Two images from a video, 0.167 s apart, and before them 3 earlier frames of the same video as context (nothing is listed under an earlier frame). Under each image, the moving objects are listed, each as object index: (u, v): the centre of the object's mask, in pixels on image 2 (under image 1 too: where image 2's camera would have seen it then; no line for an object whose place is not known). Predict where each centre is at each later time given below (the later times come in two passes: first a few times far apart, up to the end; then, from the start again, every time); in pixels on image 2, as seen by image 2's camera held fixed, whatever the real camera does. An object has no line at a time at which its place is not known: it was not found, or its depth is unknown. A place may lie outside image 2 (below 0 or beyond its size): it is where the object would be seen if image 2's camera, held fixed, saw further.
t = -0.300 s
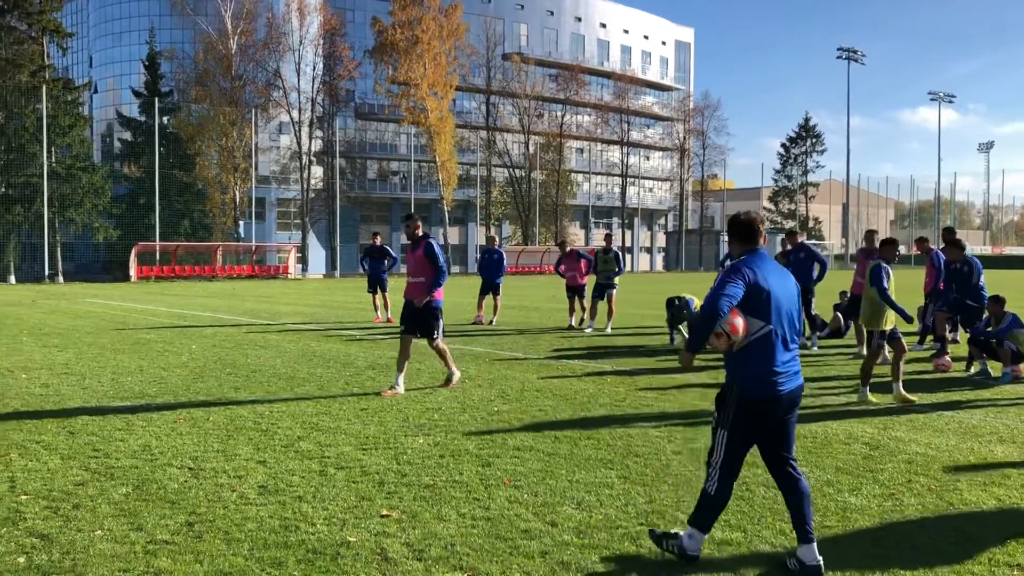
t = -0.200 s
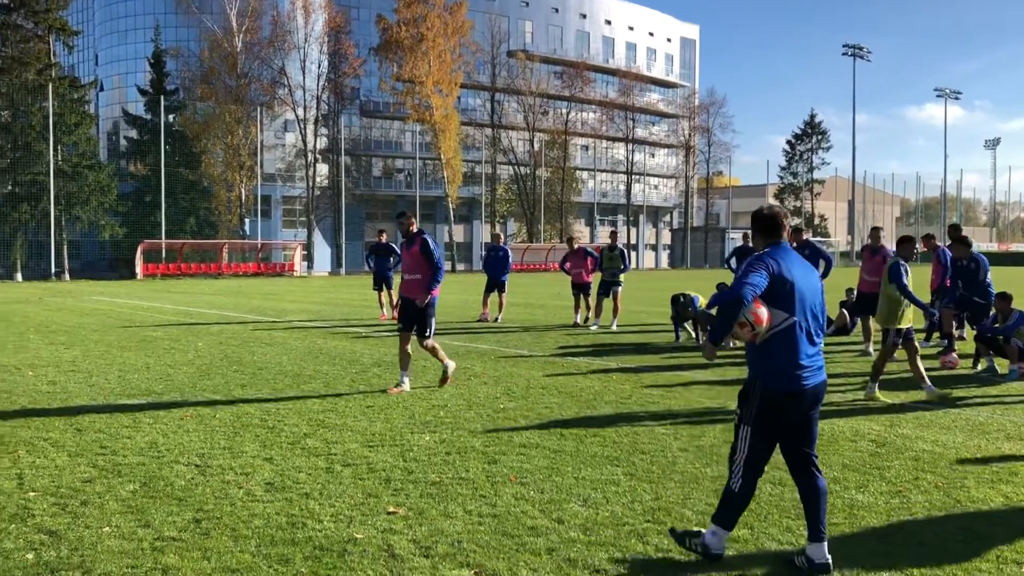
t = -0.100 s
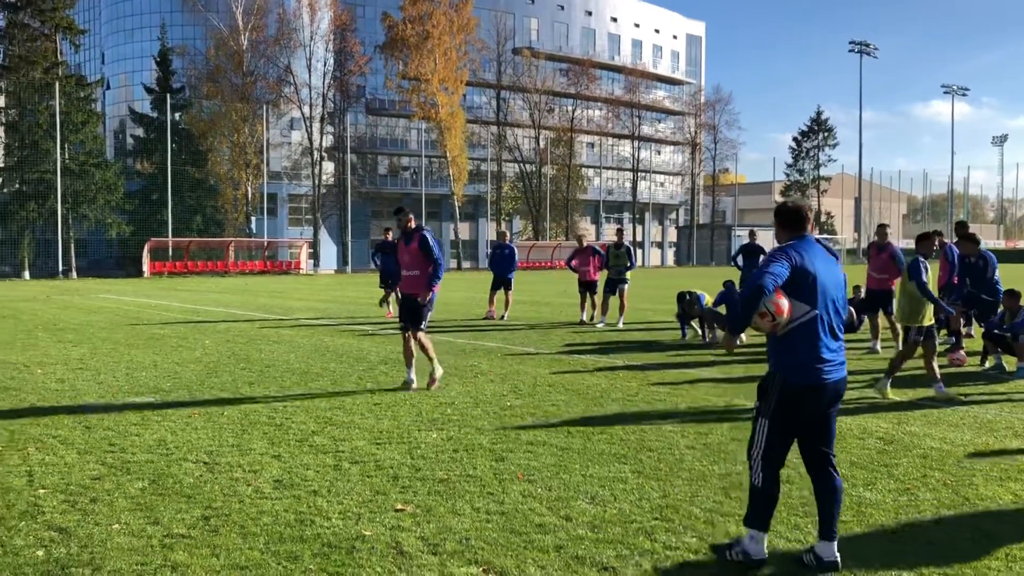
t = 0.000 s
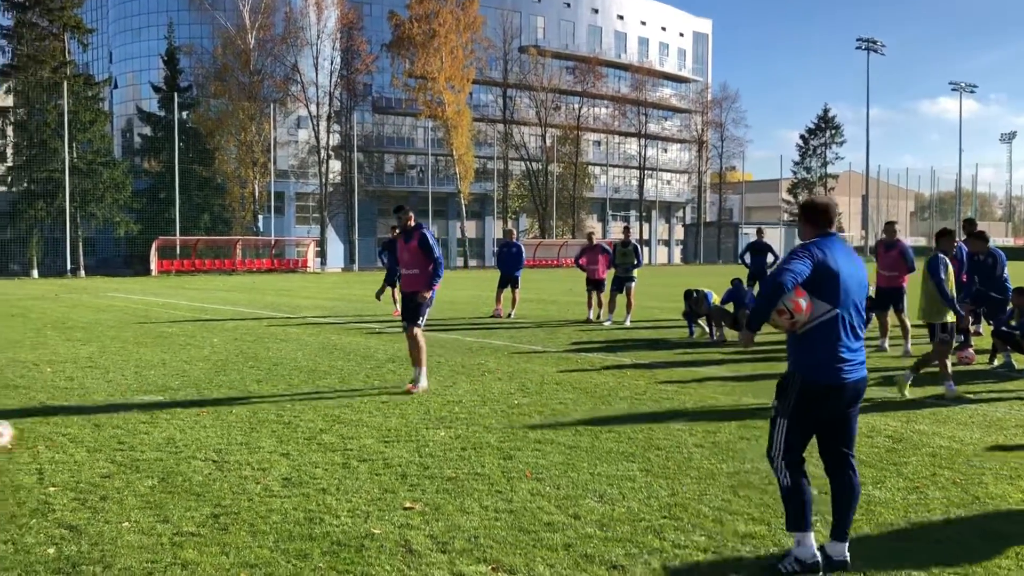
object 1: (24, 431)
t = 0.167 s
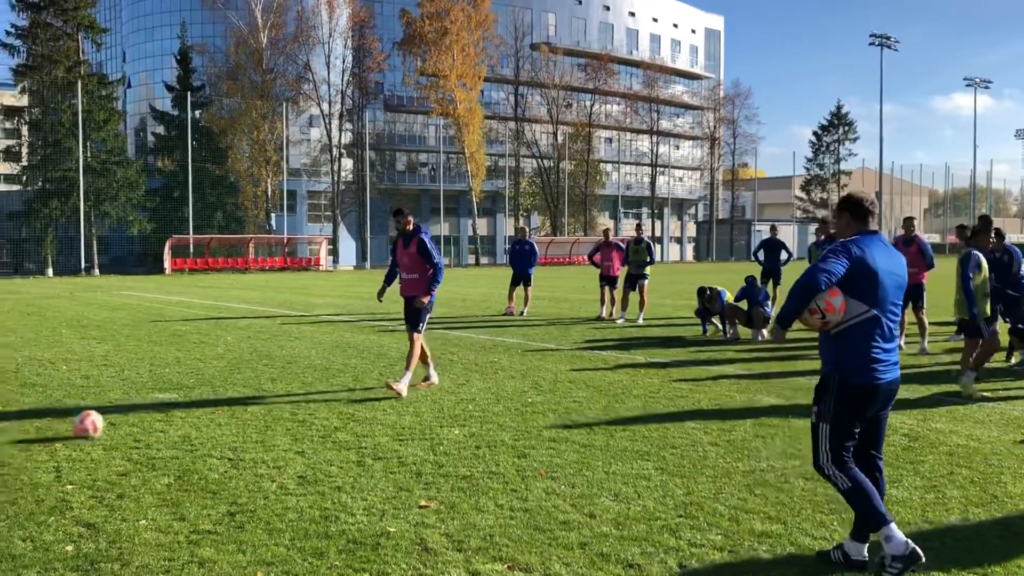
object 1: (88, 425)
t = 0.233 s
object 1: (115, 420)
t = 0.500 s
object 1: (210, 408)
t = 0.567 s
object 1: (232, 408)
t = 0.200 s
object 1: (102, 422)
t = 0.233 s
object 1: (115, 420)
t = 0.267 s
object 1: (127, 419)
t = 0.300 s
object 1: (140, 417)
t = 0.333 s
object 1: (154, 416)
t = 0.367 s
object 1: (166, 415)
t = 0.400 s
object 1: (178, 414)
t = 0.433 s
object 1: (188, 412)
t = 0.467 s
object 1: (200, 410)
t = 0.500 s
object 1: (210, 408)
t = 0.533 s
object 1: (221, 408)
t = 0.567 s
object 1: (232, 408)
